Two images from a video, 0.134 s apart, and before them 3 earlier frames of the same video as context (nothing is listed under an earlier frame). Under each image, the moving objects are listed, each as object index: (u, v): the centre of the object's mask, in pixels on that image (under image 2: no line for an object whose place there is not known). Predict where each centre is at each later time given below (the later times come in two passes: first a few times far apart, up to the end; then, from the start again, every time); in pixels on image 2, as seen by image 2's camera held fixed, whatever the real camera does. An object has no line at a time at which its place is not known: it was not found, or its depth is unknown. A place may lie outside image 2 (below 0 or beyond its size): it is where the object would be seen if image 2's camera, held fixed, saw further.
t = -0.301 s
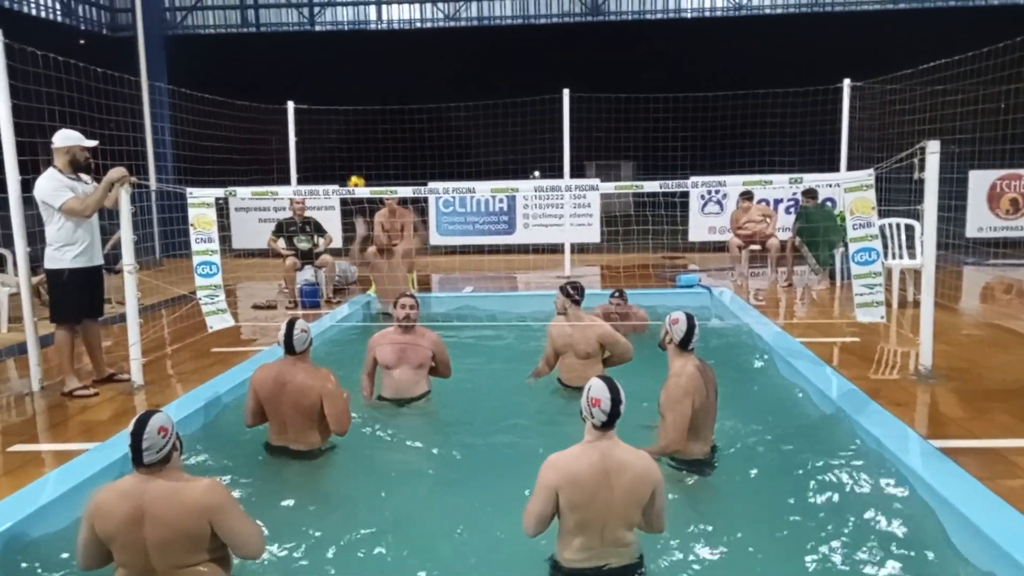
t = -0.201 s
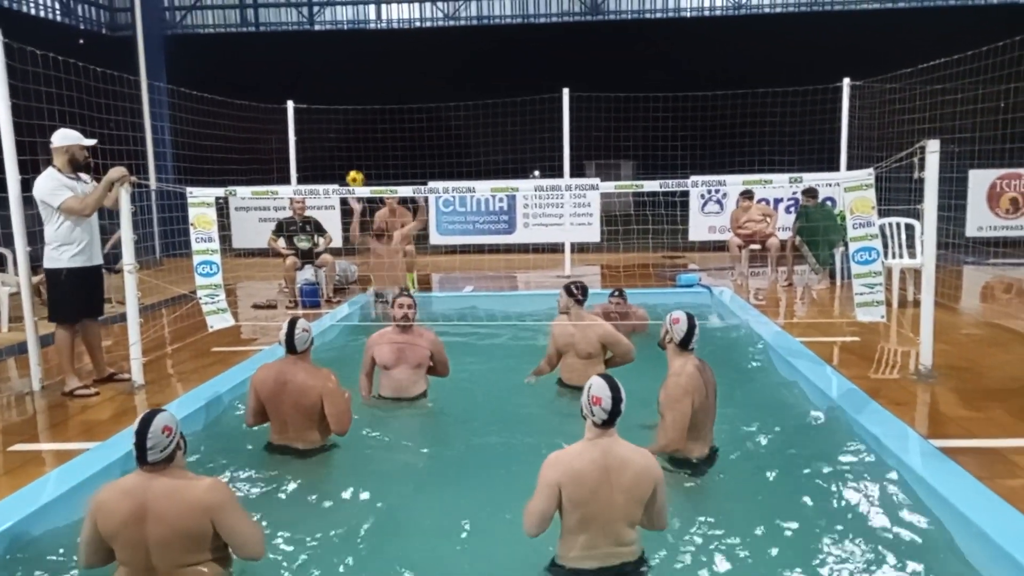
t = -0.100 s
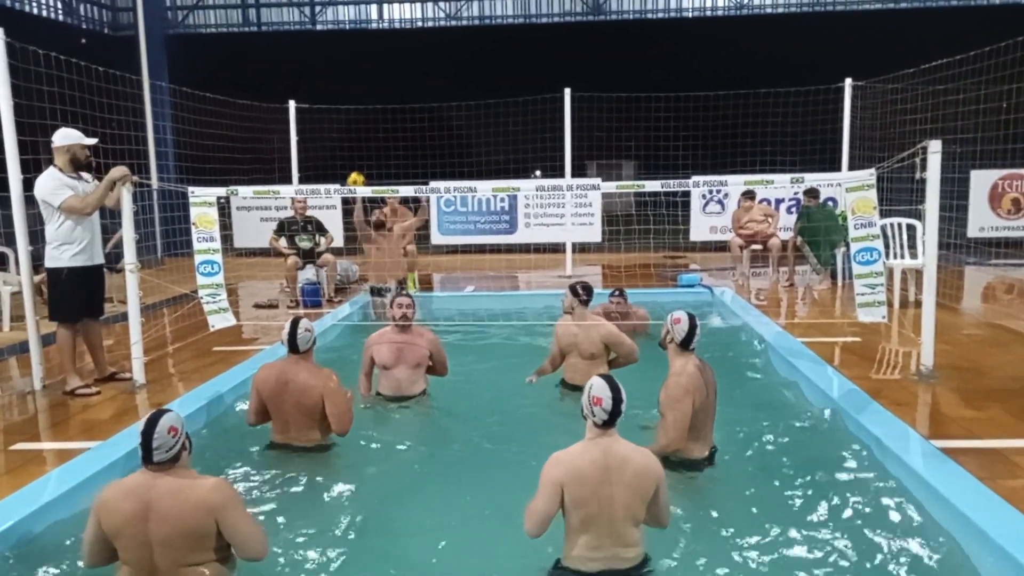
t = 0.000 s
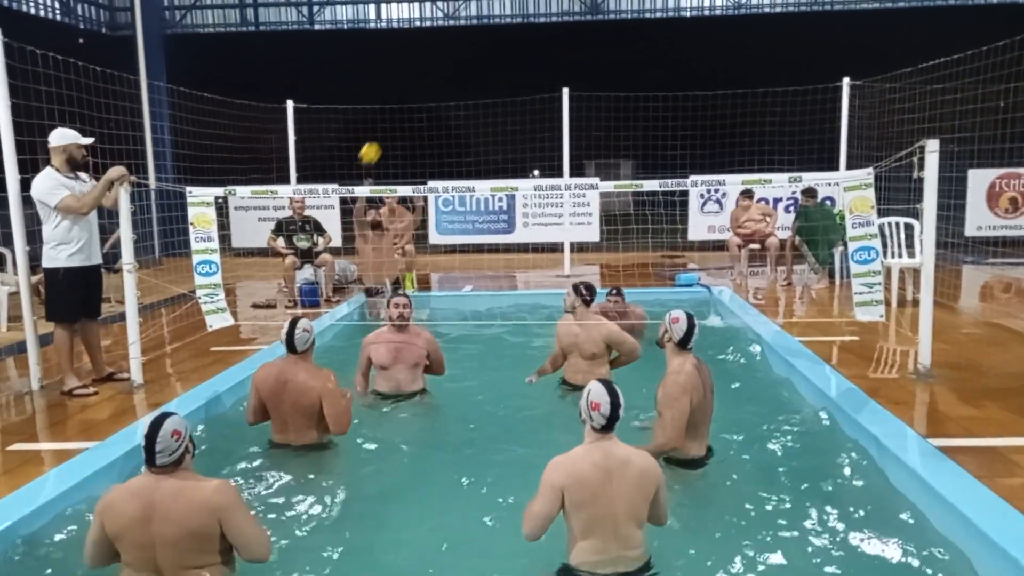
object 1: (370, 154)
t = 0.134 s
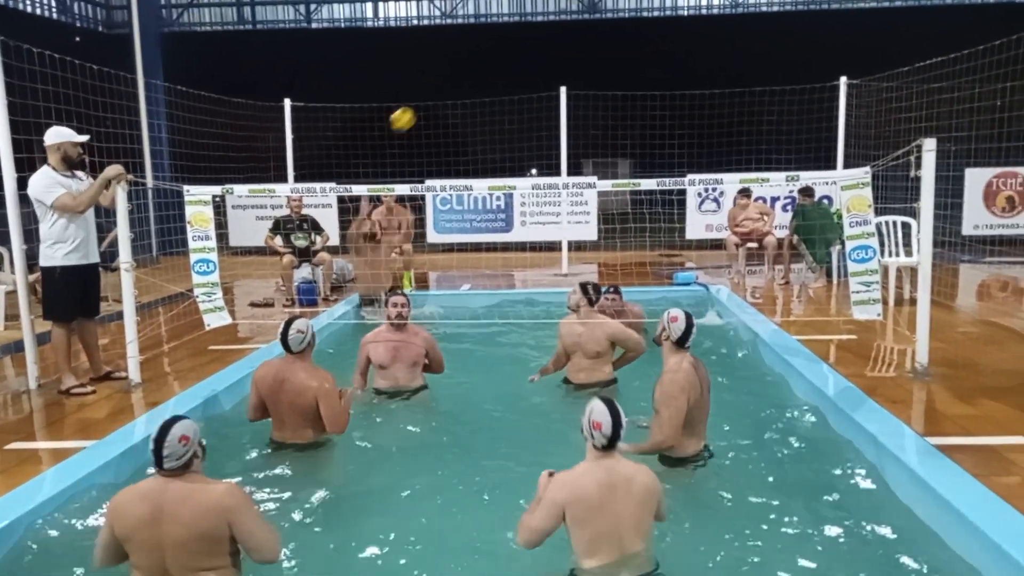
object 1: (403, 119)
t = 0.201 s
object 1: (423, 109)
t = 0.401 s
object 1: (501, 103)
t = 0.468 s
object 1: (534, 114)
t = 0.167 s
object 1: (413, 113)
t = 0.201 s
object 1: (423, 109)
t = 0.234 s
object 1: (434, 105)
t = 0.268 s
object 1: (446, 102)
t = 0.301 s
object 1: (459, 100)
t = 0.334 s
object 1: (473, 100)
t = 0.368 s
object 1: (487, 100)
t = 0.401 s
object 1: (501, 103)
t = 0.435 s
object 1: (517, 108)
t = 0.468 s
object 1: (534, 114)
